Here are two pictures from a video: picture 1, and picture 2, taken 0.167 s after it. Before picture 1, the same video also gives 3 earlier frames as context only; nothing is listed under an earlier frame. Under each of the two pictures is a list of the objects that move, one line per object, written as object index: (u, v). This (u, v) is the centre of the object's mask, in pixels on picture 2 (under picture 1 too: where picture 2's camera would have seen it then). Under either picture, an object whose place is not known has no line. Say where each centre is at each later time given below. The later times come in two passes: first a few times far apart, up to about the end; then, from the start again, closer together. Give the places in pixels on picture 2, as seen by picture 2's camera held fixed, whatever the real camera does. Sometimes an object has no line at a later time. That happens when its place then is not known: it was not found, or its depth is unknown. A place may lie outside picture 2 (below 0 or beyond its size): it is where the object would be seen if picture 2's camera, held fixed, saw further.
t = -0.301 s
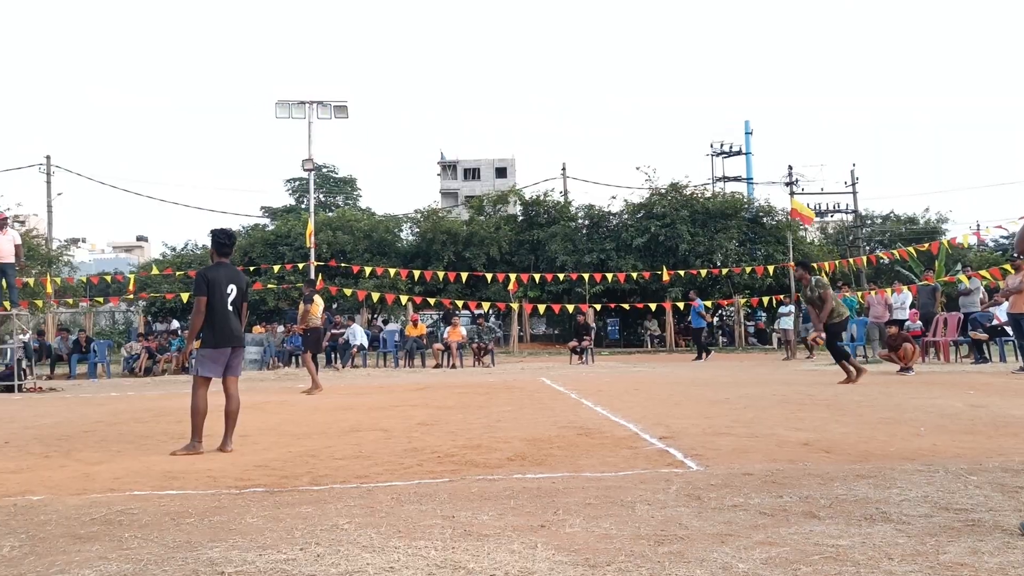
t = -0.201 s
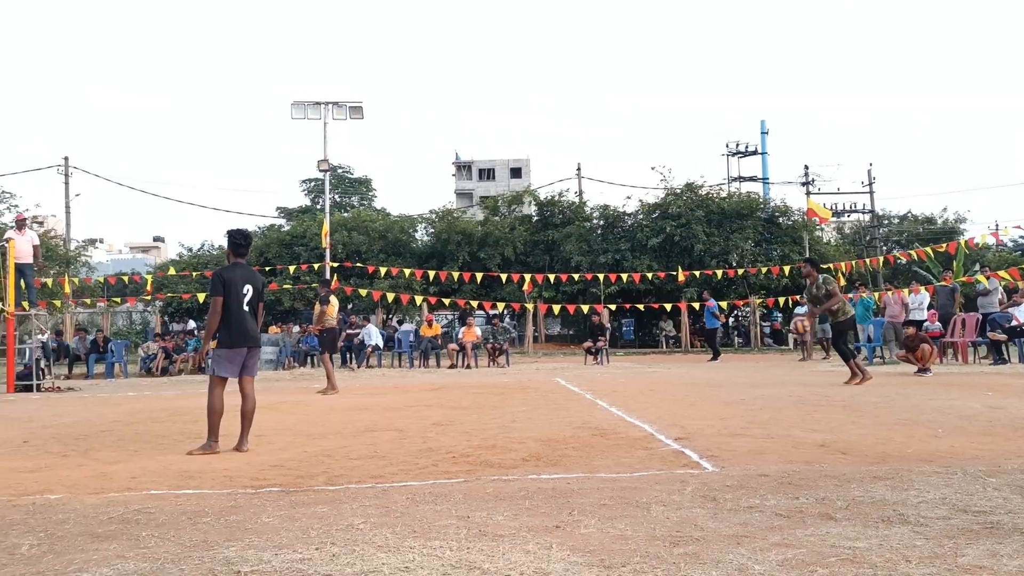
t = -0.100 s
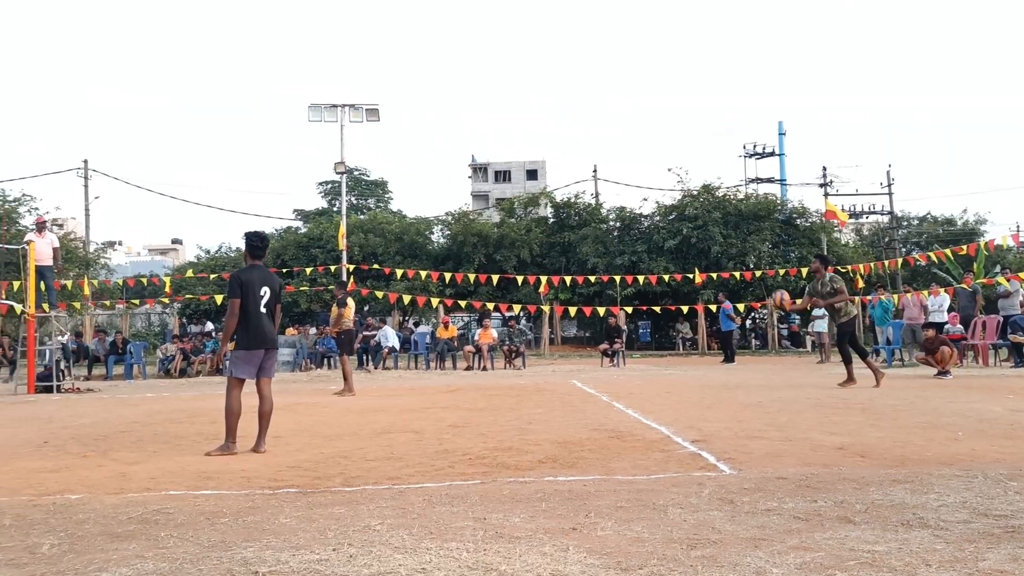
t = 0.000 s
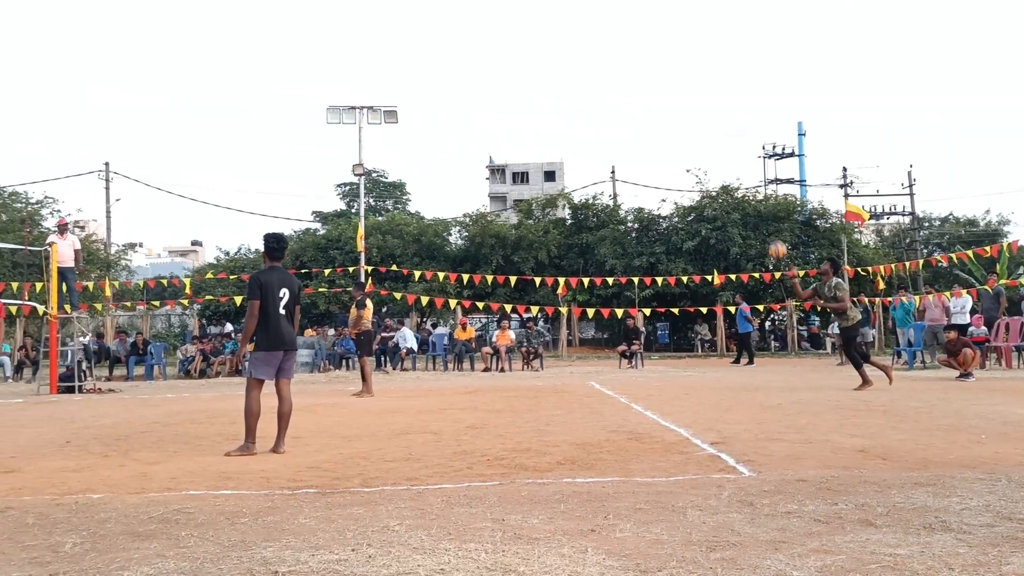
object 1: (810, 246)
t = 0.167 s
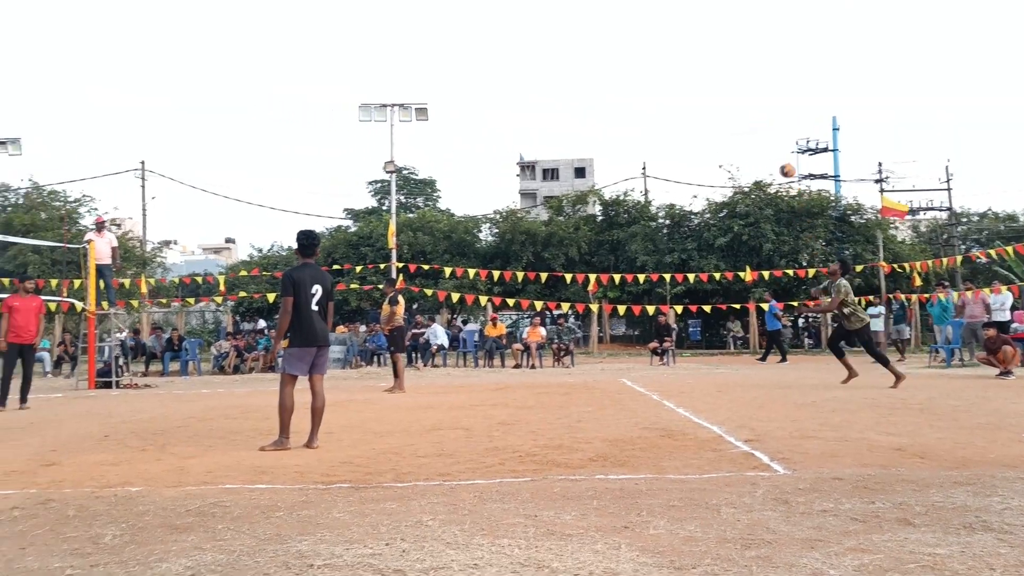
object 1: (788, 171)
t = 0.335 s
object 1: (767, 117)
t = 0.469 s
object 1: (750, 91)
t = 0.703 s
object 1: (723, 76)
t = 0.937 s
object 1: (695, 102)
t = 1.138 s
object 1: (677, 156)
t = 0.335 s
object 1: (767, 117)
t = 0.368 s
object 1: (762, 109)
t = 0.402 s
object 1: (758, 102)
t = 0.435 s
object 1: (754, 96)
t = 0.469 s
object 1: (750, 91)
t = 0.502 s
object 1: (746, 85)
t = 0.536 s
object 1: (742, 81)
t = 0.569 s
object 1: (738, 79)
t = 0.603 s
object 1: (734, 77)
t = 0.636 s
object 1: (730, 76)
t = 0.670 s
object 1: (726, 76)
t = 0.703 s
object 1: (723, 76)
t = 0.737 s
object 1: (719, 77)
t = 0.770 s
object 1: (715, 79)
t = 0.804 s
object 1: (711, 82)
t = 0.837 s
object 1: (707, 86)
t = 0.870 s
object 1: (703, 91)
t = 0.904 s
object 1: (700, 96)
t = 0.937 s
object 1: (695, 102)
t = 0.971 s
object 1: (693, 109)
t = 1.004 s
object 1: (689, 116)
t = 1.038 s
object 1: (685, 125)
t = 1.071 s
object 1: (682, 135)
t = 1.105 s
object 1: (680, 145)
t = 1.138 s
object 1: (677, 156)
